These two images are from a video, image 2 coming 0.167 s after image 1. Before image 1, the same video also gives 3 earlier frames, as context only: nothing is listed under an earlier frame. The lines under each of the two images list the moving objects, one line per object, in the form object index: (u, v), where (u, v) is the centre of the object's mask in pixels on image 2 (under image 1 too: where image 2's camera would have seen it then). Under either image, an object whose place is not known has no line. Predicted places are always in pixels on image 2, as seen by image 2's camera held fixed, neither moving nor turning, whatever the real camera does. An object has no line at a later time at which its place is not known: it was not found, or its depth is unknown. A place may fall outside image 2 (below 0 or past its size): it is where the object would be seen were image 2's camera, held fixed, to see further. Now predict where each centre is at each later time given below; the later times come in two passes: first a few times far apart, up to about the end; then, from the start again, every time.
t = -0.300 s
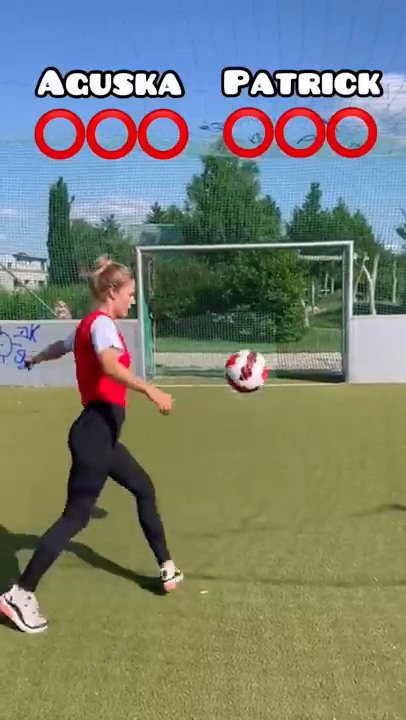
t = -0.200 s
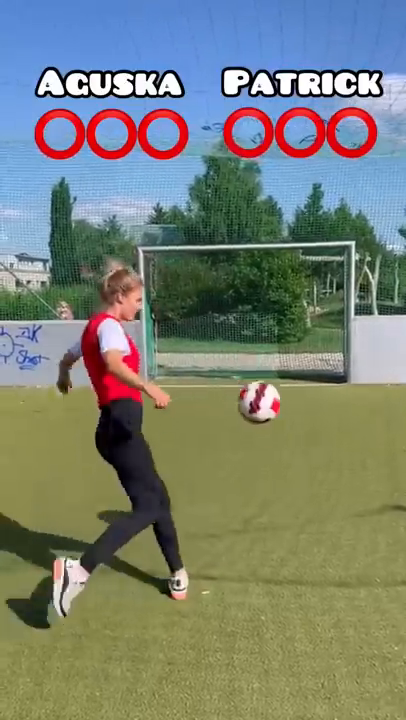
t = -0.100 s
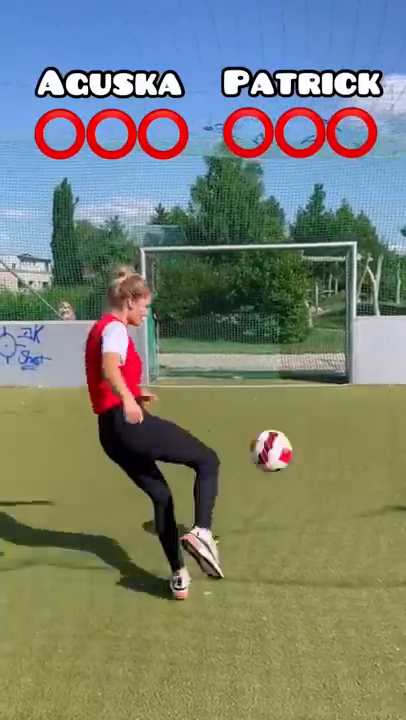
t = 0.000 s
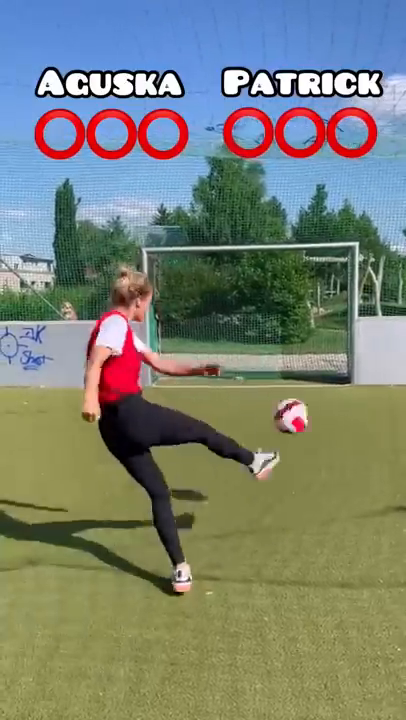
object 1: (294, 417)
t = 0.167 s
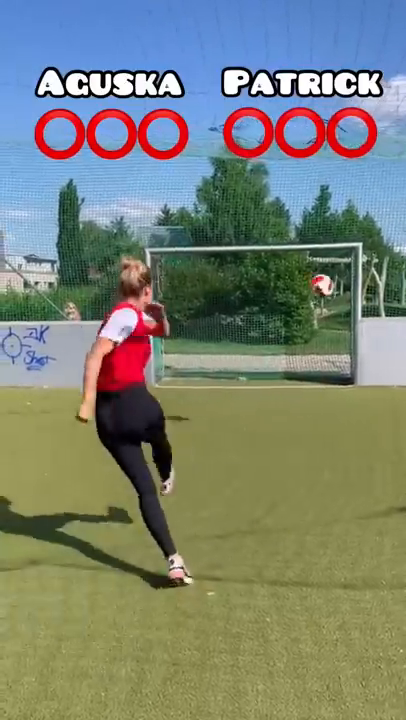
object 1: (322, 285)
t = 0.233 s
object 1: (329, 264)
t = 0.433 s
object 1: (344, 243)
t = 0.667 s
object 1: (371, 163)
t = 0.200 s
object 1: (327, 273)
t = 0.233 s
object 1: (329, 264)
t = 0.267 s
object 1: (333, 257)
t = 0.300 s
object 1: (335, 251)
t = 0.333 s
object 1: (338, 247)
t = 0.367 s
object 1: (340, 245)
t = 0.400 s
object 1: (342, 243)
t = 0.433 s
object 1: (344, 243)
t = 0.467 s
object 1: (346, 242)
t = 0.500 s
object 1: (351, 229)
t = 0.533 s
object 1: (354, 215)
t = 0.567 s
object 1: (358, 205)
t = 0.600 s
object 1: (361, 190)
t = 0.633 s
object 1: (367, 177)
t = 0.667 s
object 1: (371, 163)
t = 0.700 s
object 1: (377, 149)
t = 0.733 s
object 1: (382, 136)
